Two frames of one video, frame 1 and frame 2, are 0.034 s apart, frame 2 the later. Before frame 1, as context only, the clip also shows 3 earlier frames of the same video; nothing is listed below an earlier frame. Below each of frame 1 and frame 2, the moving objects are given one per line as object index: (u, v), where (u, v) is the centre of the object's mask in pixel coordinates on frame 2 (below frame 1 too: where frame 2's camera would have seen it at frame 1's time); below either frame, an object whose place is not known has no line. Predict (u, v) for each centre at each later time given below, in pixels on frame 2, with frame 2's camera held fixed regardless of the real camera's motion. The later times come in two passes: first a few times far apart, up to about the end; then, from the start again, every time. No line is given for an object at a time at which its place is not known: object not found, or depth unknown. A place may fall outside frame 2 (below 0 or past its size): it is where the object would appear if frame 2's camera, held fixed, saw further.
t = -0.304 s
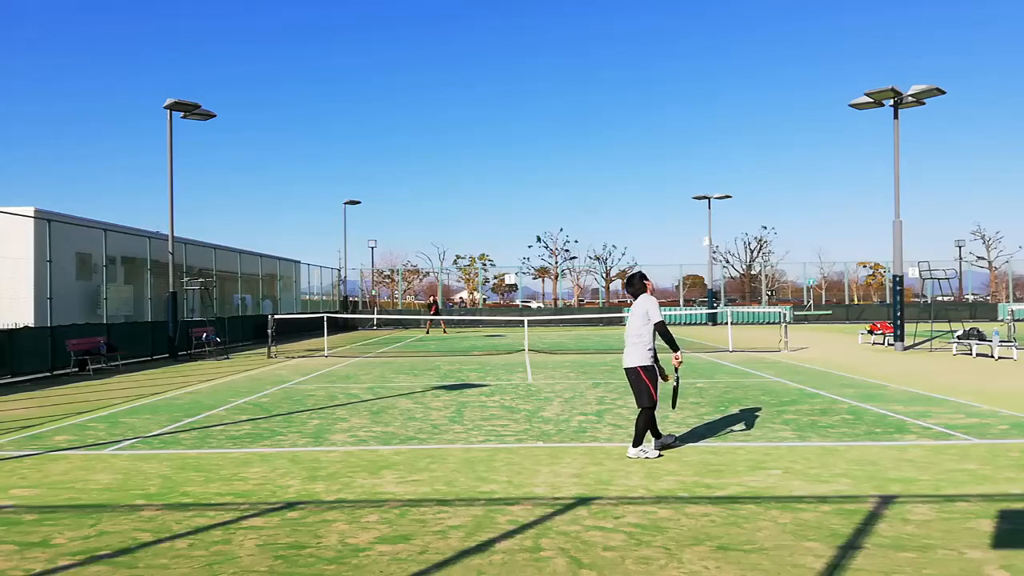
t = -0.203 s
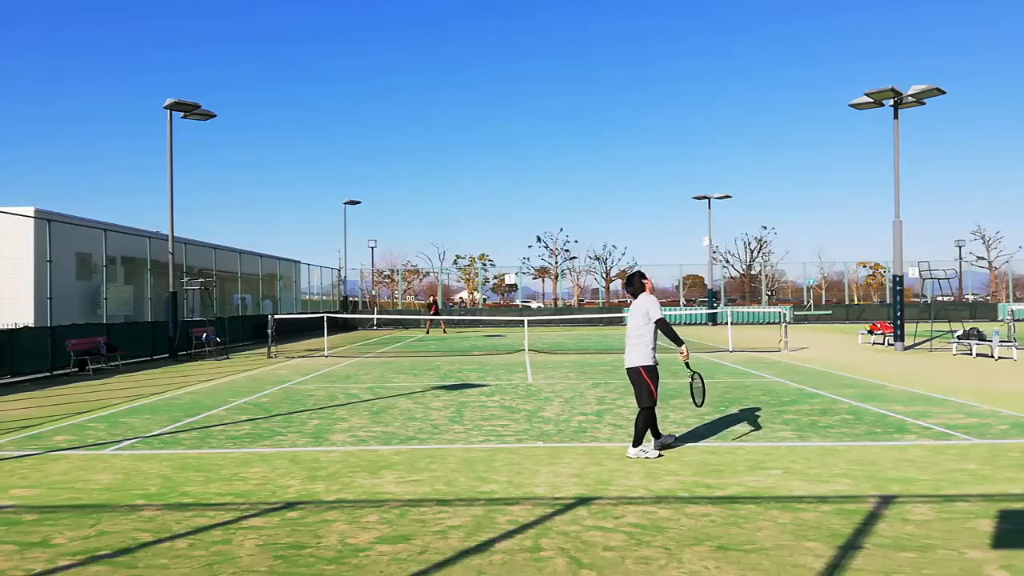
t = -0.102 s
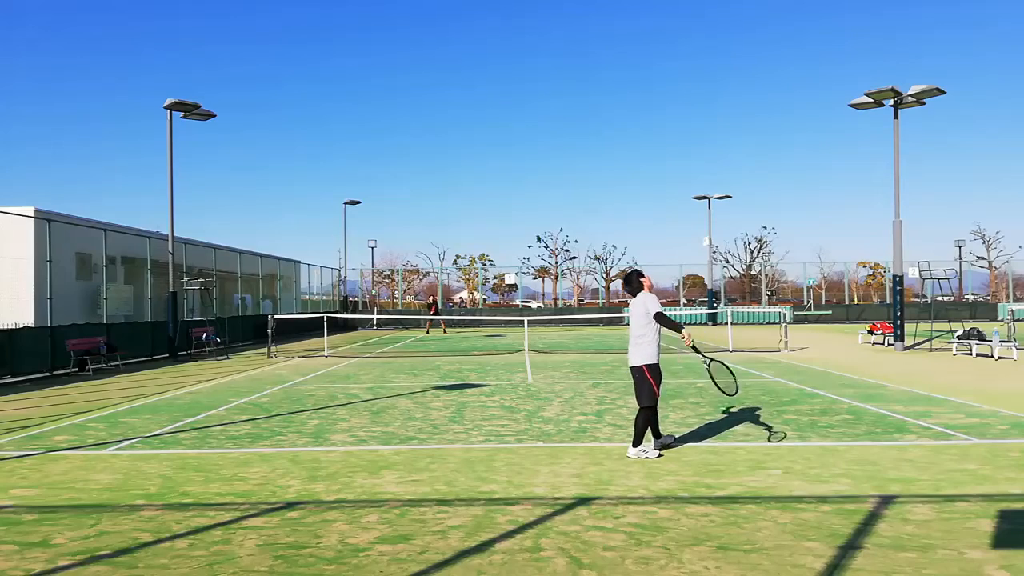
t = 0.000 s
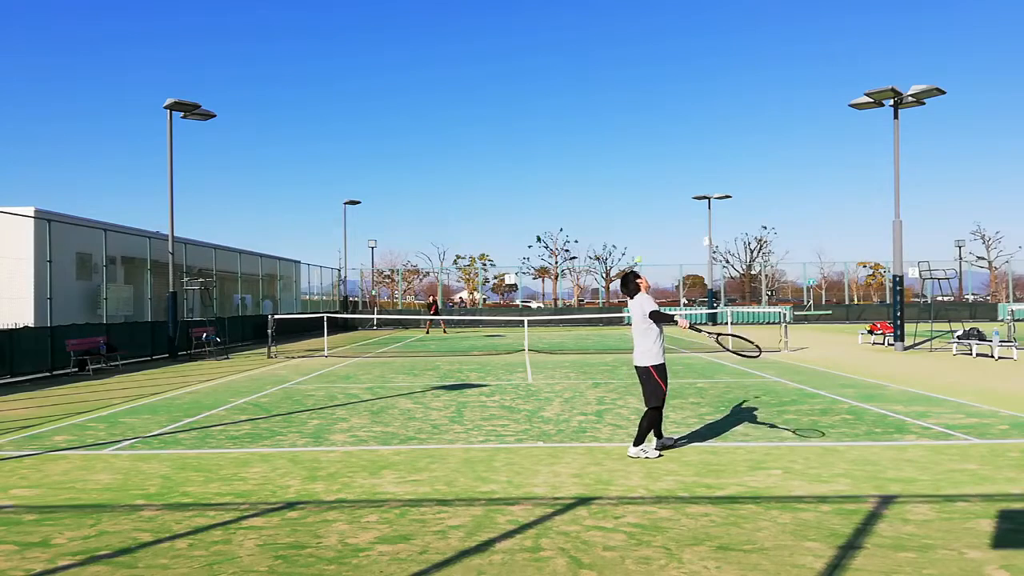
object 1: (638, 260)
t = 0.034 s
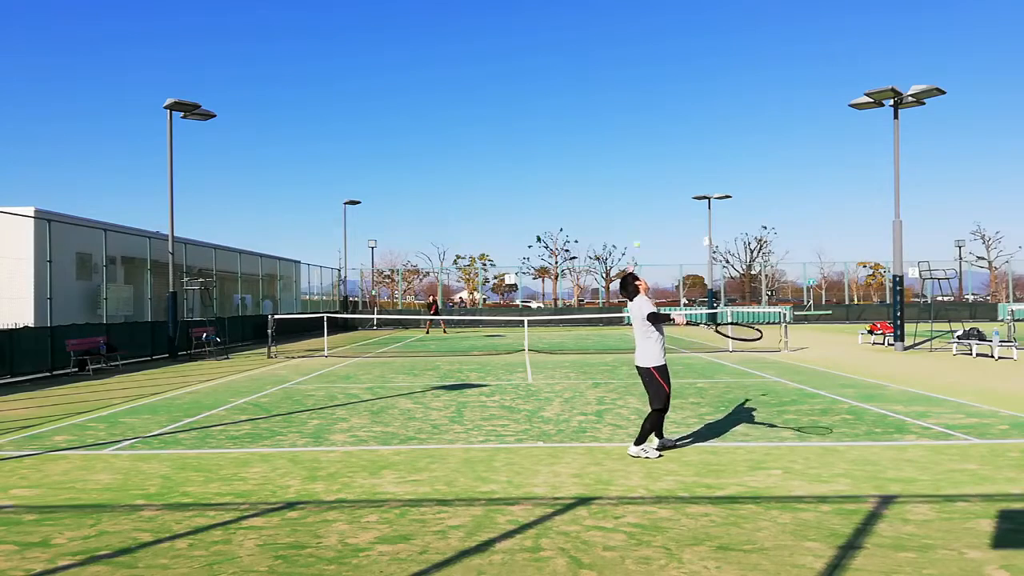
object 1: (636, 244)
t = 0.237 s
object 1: (632, 175)
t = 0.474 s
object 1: (626, 146)
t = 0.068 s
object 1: (636, 229)
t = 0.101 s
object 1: (635, 216)
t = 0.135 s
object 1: (634, 204)
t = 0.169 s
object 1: (633, 193)
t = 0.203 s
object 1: (633, 183)
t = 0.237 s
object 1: (632, 175)
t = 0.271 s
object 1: (631, 167)
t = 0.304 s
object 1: (630, 161)
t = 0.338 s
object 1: (629, 156)
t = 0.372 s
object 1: (628, 151)
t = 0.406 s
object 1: (628, 148)
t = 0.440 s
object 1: (627, 146)
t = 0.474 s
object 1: (626, 146)
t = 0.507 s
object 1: (625, 146)
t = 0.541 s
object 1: (624, 148)
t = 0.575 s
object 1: (623, 150)
